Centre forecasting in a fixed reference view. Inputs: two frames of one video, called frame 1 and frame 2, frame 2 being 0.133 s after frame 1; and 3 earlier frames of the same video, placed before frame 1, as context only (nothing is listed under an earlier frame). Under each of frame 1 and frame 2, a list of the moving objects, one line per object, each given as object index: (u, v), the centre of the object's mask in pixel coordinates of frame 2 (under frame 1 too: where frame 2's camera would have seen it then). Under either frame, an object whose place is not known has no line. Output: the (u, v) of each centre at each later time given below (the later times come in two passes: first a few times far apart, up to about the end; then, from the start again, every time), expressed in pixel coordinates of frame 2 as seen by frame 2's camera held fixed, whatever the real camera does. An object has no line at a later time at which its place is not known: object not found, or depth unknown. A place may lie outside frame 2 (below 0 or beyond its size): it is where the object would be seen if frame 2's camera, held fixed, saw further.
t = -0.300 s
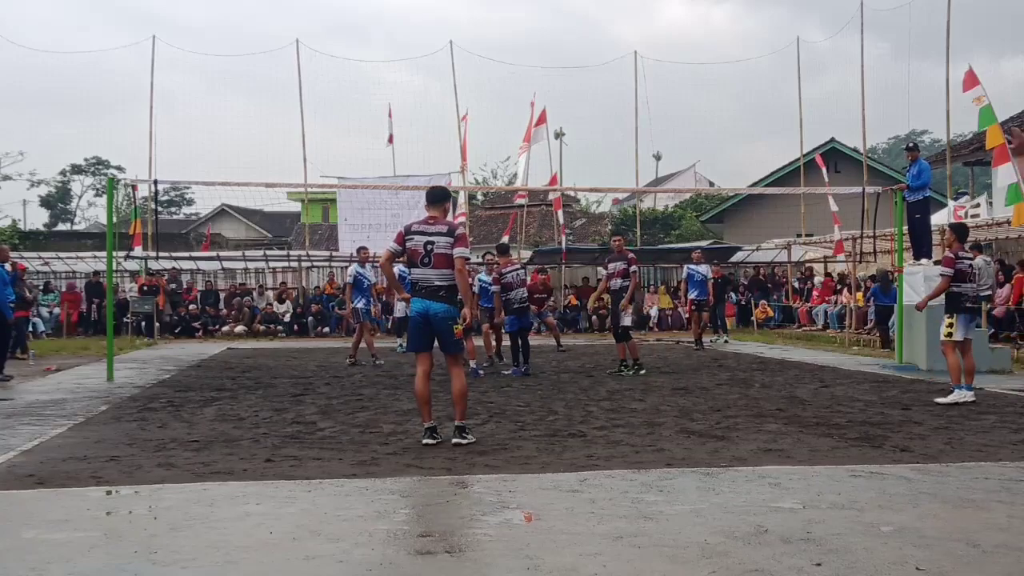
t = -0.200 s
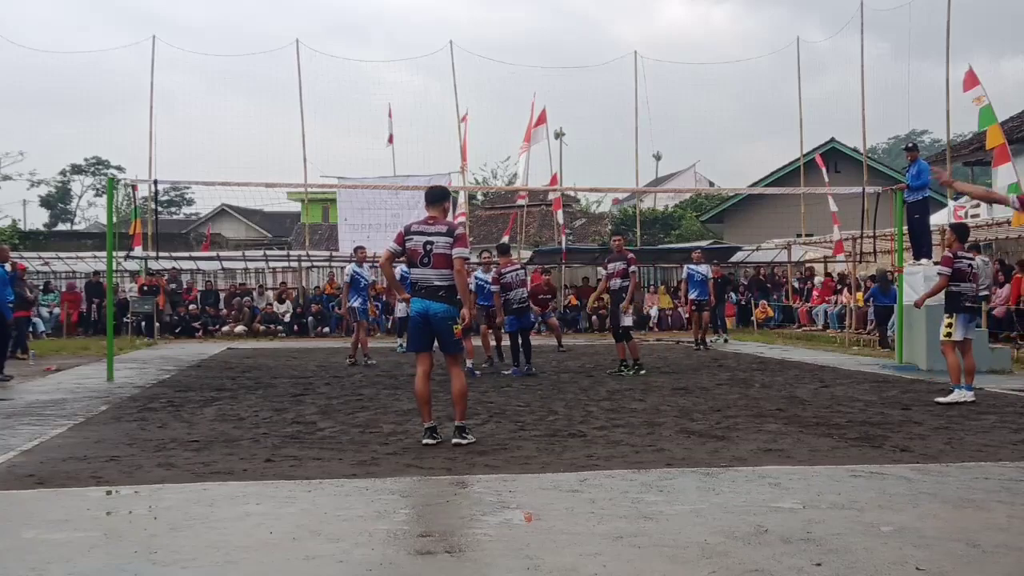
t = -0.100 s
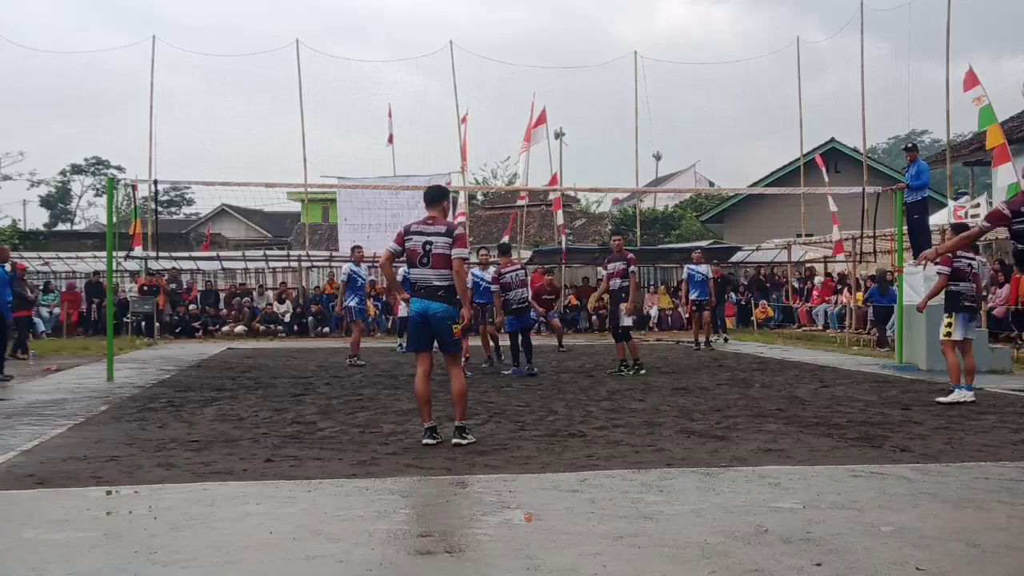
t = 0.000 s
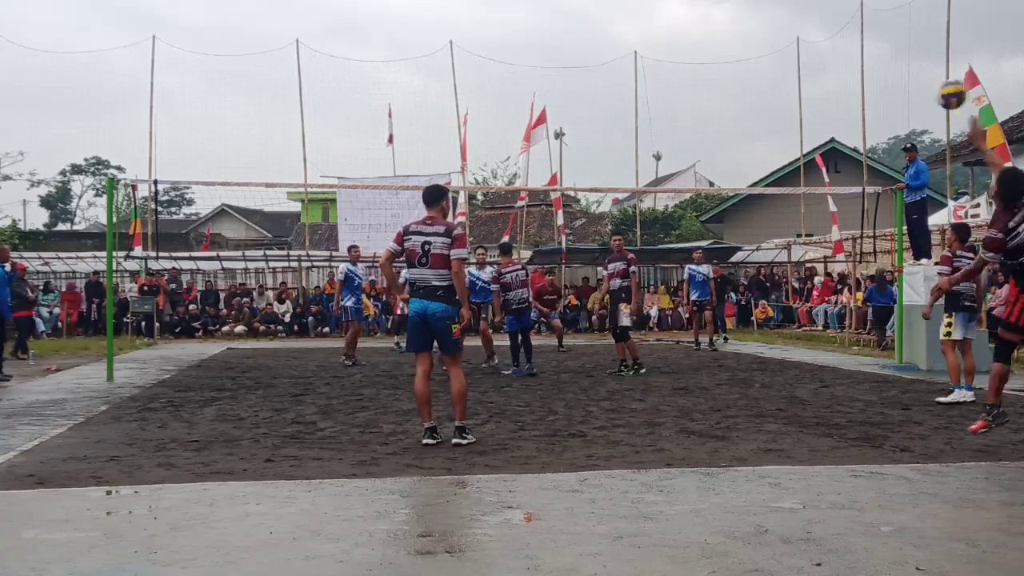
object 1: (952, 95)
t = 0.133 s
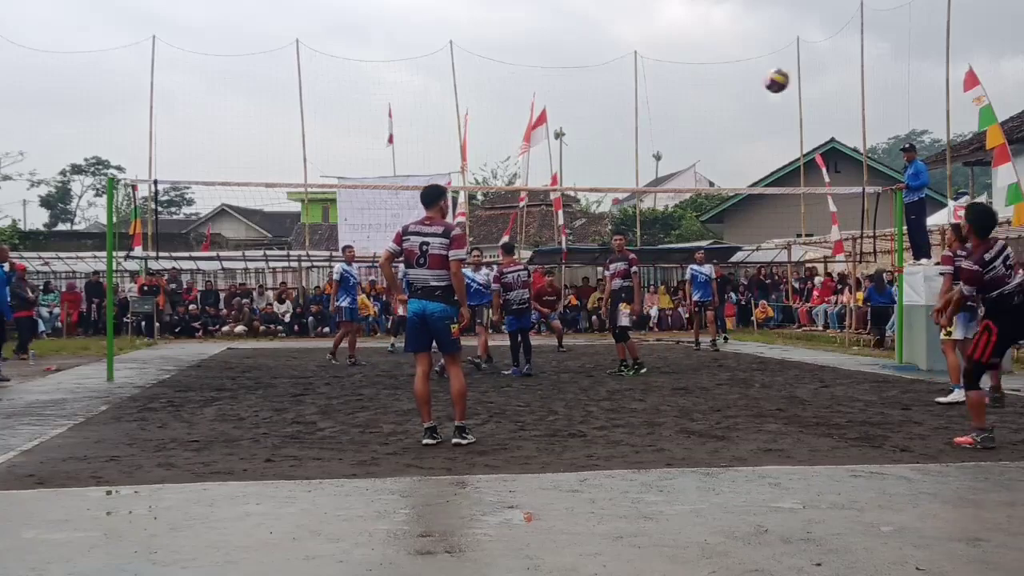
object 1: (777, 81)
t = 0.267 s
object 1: (655, 86)
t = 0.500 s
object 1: (506, 123)
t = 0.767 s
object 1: (393, 194)
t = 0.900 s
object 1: (350, 233)
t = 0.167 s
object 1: (743, 81)
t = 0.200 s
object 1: (711, 82)
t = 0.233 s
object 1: (681, 83)
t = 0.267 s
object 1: (655, 86)
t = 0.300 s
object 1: (630, 90)
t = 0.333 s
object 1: (606, 94)
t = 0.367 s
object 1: (584, 98)
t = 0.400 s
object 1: (563, 104)
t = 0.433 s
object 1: (543, 110)
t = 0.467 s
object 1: (524, 116)
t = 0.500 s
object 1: (506, 123)
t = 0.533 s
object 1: (490, 130)
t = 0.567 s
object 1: (474, 138)
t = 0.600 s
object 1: (458, 147)
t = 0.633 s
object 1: (444, 155)
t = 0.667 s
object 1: (430, 164)
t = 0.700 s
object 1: (417, 173)
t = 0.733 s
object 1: (405, 180)
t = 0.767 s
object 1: (393, 194)
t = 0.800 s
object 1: (381, 203)
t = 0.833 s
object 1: (370, 212)
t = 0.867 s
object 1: (360, 223)
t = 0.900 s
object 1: (350, 233)
